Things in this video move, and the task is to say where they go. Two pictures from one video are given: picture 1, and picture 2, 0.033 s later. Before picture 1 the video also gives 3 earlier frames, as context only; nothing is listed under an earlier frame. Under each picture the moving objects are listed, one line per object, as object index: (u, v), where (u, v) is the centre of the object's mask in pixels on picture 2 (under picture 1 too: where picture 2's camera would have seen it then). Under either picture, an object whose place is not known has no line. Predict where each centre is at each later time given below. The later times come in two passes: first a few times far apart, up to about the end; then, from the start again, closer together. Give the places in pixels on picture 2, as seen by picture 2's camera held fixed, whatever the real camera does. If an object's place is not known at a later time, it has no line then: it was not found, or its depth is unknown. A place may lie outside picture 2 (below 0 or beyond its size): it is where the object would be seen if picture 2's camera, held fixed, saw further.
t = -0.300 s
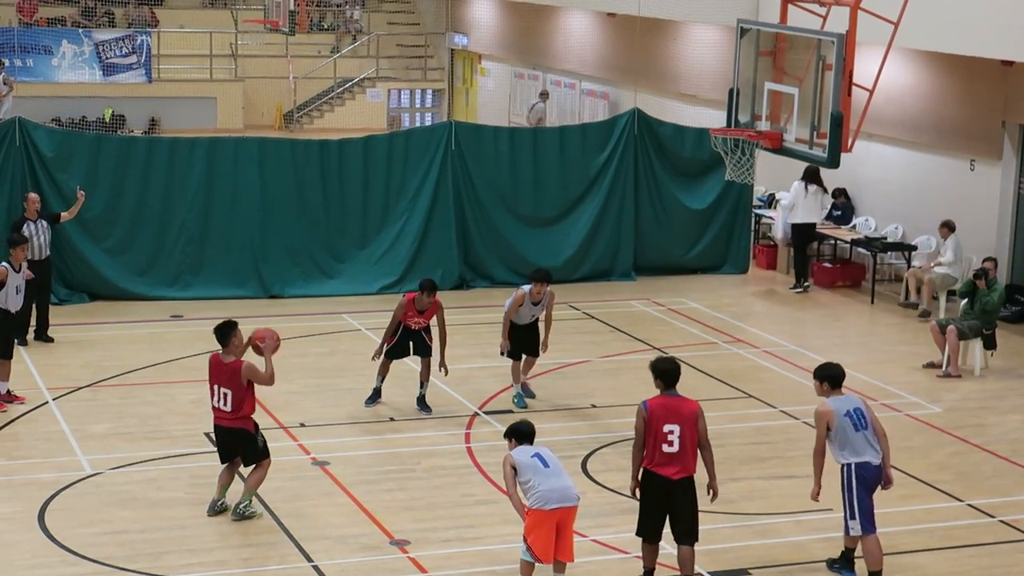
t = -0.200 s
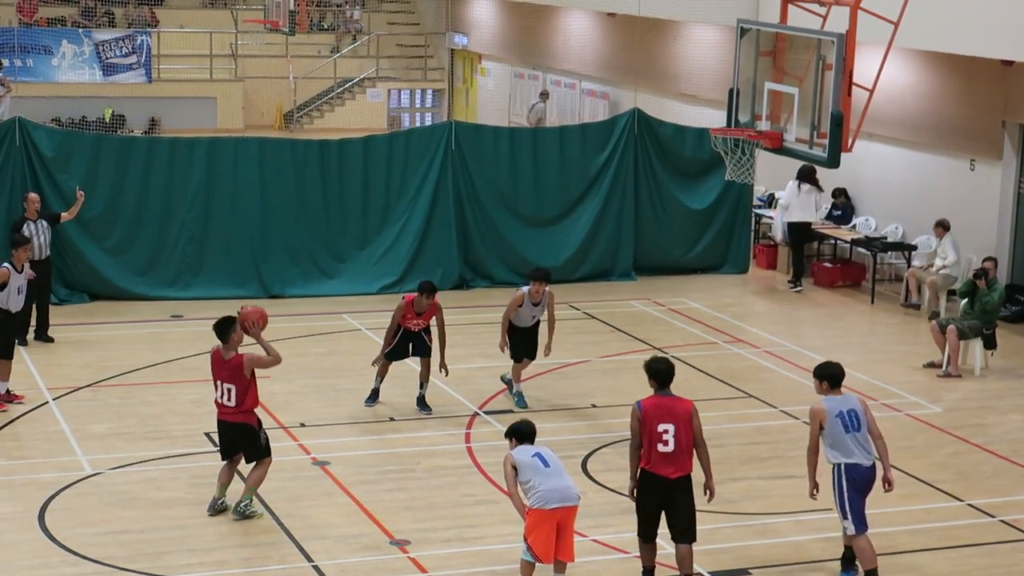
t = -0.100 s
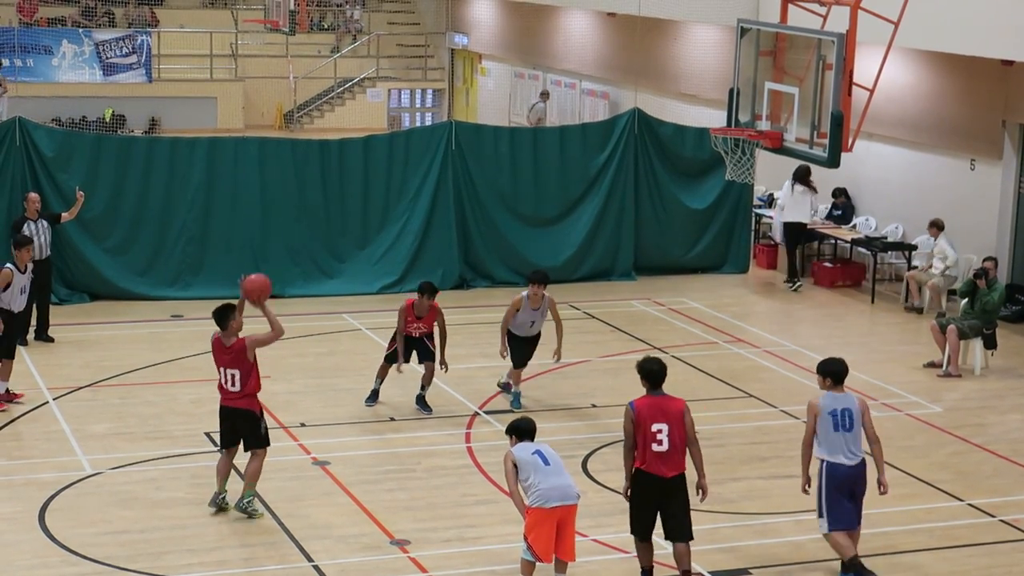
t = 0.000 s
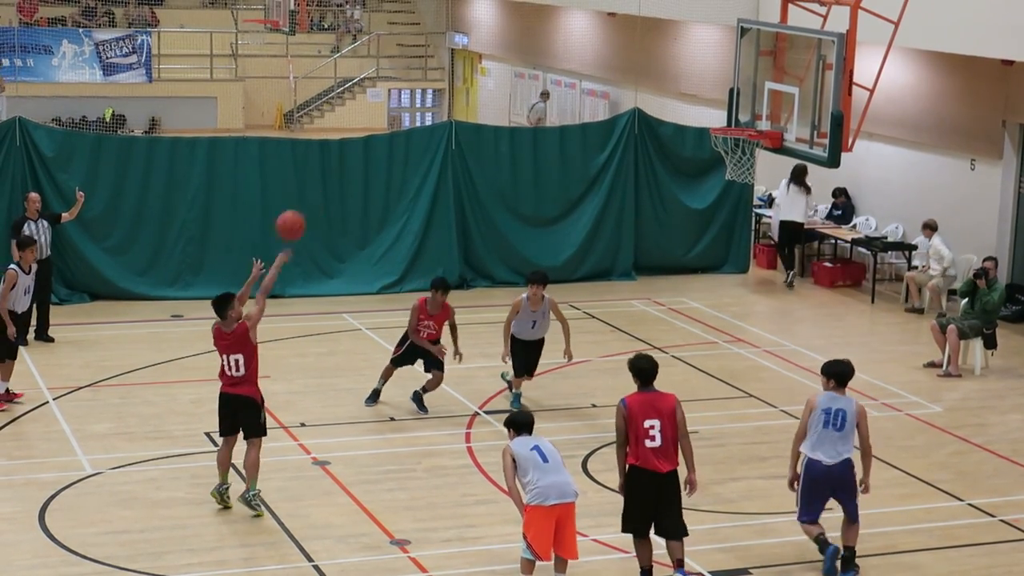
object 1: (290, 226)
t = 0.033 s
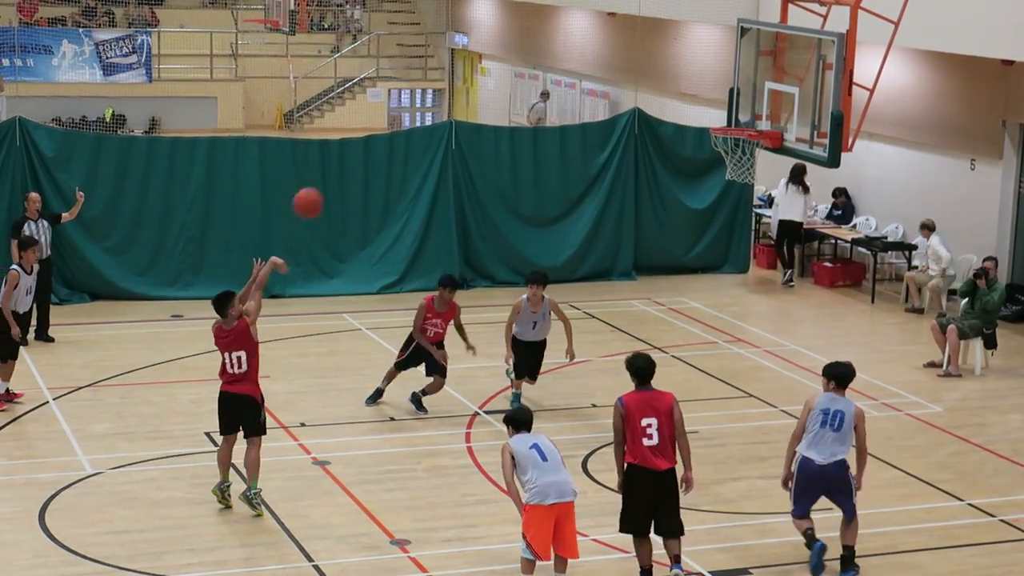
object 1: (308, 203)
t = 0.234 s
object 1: (410, 96)
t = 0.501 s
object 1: (539, 30)
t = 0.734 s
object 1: (644, 42)
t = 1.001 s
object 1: (754, 125)
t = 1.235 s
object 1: (760, 107)
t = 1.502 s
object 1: (775, 112)
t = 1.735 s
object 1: (779, 137)
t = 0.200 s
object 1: (393, 111)
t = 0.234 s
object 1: (410, 96)
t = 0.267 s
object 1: (427, 83)
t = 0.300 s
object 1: (443, 72)
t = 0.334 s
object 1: (459, 61)
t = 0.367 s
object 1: (475, 52)
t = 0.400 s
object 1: (492, 44)
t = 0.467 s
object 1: (524, 33)
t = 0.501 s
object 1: (539, 30)
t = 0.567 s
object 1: (570, 27)
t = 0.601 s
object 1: (585, 27)
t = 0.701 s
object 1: (630, 36)
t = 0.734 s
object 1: (644, 42)
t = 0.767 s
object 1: (659, 49)
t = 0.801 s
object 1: (673, 57)
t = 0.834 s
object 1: (687, 66)
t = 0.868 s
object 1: (701, 76)
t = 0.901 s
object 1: (714, 88)
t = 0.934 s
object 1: (728, 100)
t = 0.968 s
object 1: (742, 114)
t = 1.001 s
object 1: (754, 125)
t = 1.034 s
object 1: (736, 125)
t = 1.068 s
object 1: (726, 125)
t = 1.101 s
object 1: (737, 123)
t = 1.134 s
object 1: (749, 122)
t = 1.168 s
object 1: (756, 118)
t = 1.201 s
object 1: (758, 112)
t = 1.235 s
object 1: (760, 107)
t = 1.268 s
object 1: (762, 104)
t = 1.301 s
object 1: (765, 101)
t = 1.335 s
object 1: (767, 100)
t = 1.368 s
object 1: (769, 100)
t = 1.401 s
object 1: (771, 101)
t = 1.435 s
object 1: (772, 103)
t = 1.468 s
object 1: (774, 107)
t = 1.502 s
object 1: (775, 112)
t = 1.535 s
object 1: (778, 119)
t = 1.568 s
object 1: (778, 124)
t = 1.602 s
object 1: (778, 126)
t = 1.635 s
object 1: (779, 128)
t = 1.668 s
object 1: (779, 128)
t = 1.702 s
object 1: (779, 133)
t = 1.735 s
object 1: (779, 137)
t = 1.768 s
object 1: (778, 142)
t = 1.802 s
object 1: (778, 150)
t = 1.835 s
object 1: (778, 158)
